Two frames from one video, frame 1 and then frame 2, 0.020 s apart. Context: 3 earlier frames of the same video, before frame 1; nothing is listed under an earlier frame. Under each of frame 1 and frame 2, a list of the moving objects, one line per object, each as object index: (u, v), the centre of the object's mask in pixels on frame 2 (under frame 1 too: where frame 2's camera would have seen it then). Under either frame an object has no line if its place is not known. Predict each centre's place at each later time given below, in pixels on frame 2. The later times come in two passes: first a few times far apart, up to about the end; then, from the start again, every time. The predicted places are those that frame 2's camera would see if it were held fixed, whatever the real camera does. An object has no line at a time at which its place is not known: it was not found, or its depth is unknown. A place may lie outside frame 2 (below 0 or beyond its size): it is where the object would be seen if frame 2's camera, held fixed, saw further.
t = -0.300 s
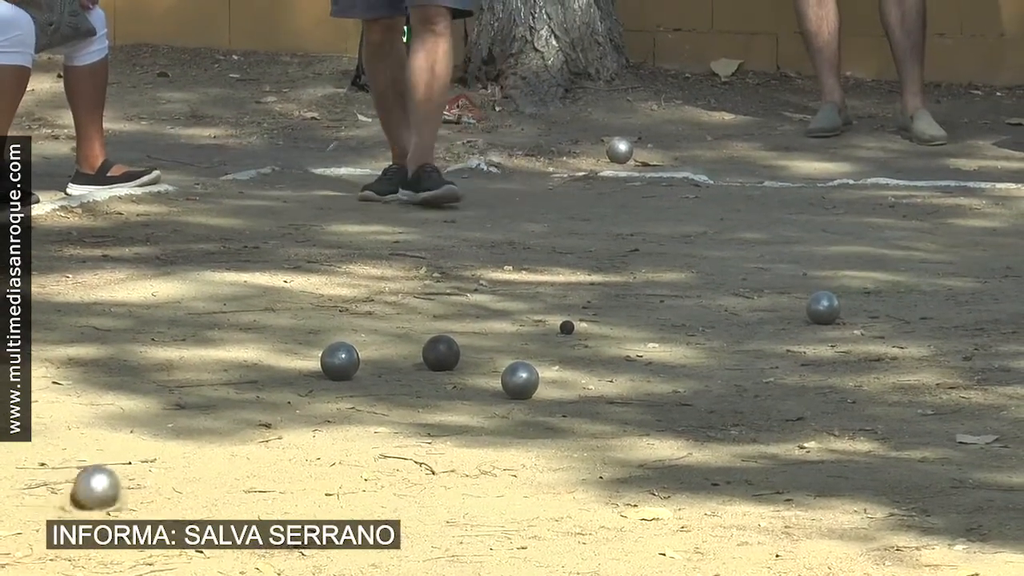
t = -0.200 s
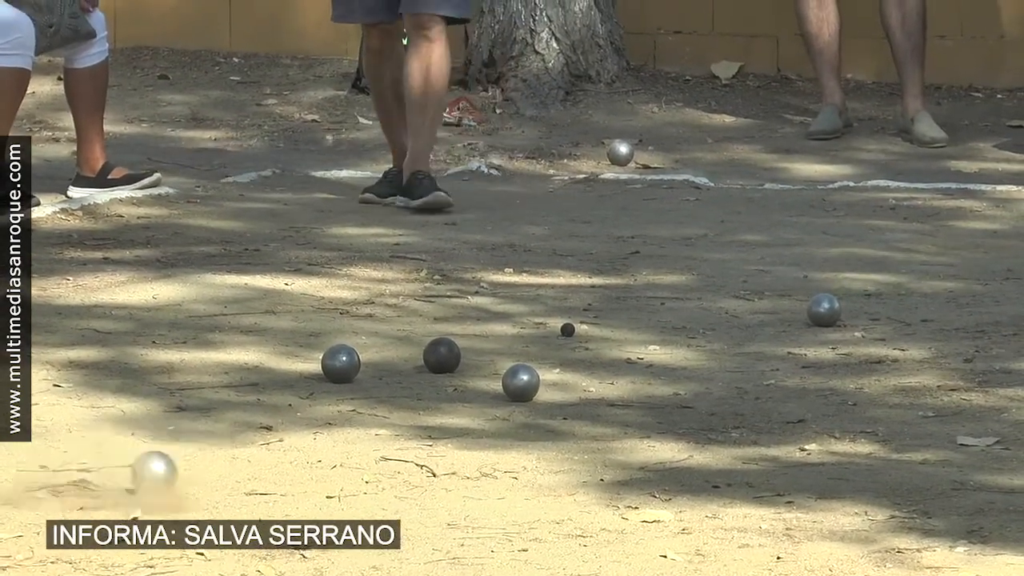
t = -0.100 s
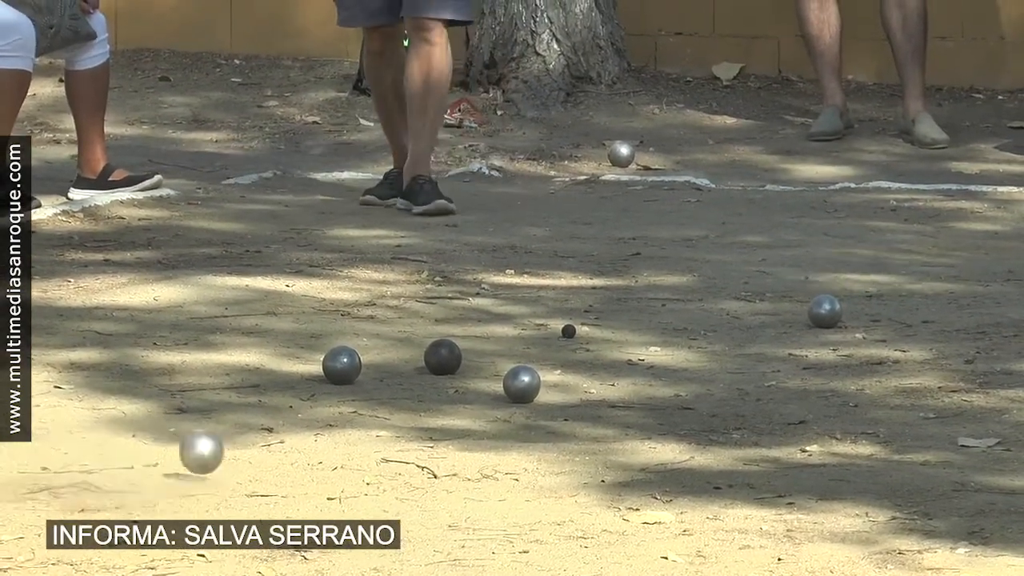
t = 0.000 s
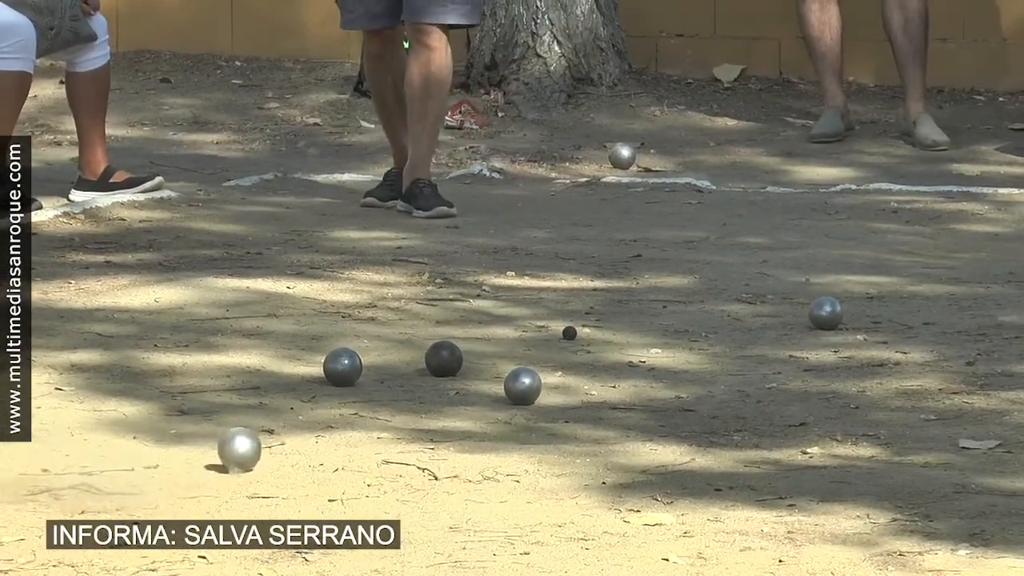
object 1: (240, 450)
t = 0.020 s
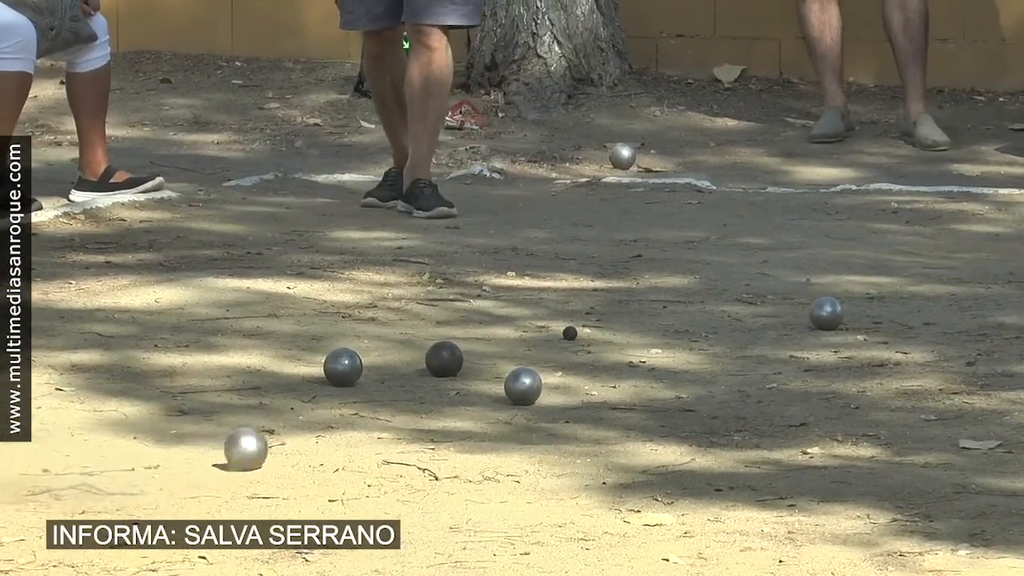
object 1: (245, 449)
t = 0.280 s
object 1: (306, 420)
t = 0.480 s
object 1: (335, 397)
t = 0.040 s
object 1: (251, 446)
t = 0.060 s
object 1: (256, 444)
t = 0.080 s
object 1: (262, 439)
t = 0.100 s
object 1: (267, 435)
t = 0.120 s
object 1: (271, 433)
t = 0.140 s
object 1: (276, 433)
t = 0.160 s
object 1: (281, 433)
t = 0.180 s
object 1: (285, 431)
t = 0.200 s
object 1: (289, 429)
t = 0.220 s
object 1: (293, 428)
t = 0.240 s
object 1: (298, 424)
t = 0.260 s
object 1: (302, 421)
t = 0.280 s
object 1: (306, 420)
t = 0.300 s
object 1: (310, 417)
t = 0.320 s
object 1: (314, 415)
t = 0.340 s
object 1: (317, 413)
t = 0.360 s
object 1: (321, 413)
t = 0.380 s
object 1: (325, 410)
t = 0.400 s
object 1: (328, 406)
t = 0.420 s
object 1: (329, 401)
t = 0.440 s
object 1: (332, 397)
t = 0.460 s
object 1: (333, 396)
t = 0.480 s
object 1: (335, 397)
